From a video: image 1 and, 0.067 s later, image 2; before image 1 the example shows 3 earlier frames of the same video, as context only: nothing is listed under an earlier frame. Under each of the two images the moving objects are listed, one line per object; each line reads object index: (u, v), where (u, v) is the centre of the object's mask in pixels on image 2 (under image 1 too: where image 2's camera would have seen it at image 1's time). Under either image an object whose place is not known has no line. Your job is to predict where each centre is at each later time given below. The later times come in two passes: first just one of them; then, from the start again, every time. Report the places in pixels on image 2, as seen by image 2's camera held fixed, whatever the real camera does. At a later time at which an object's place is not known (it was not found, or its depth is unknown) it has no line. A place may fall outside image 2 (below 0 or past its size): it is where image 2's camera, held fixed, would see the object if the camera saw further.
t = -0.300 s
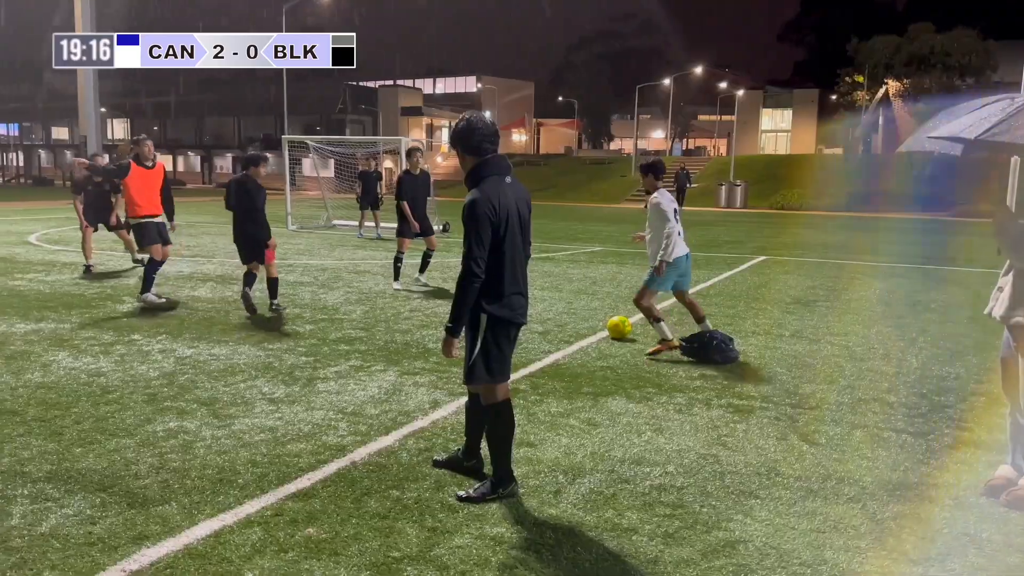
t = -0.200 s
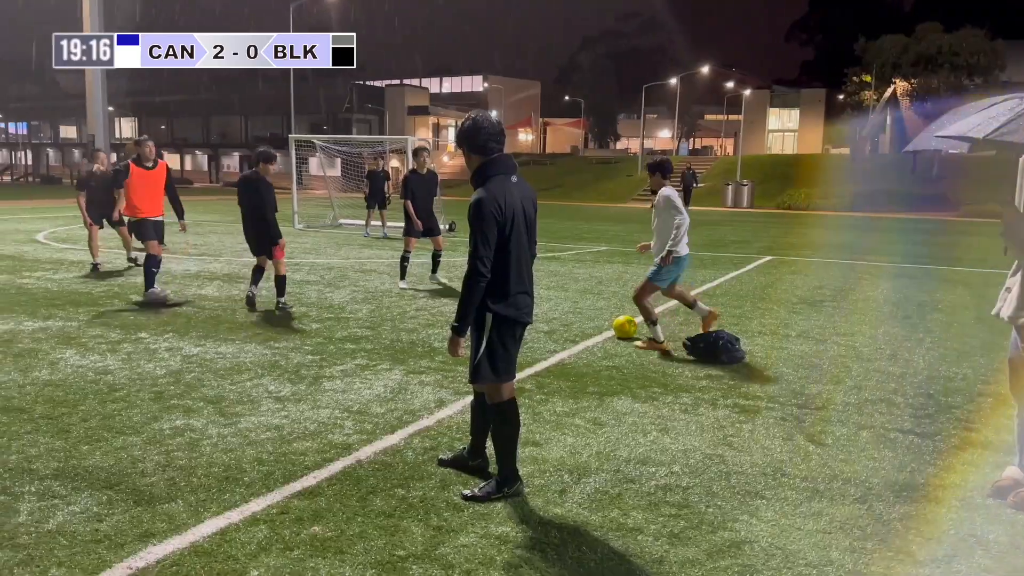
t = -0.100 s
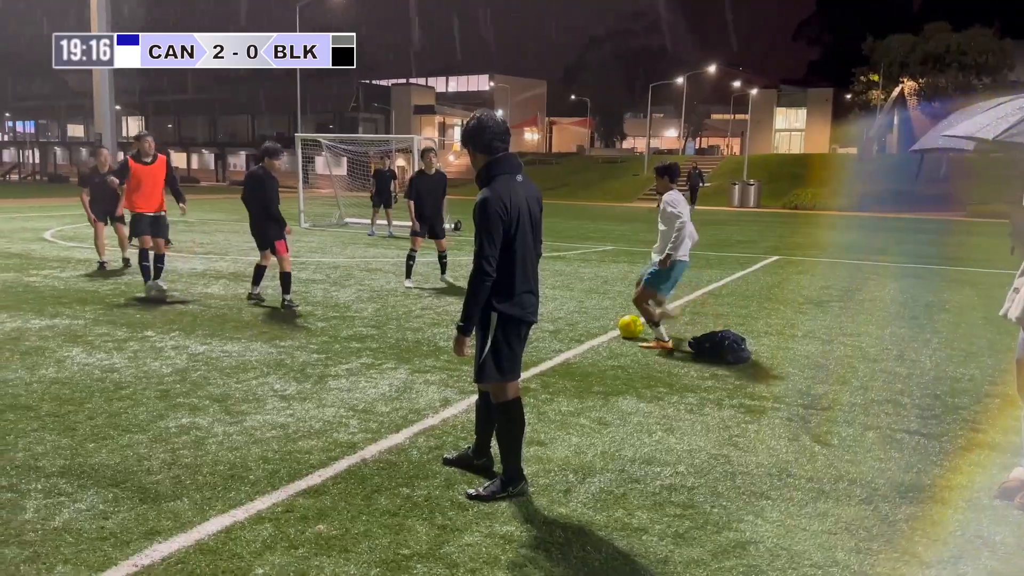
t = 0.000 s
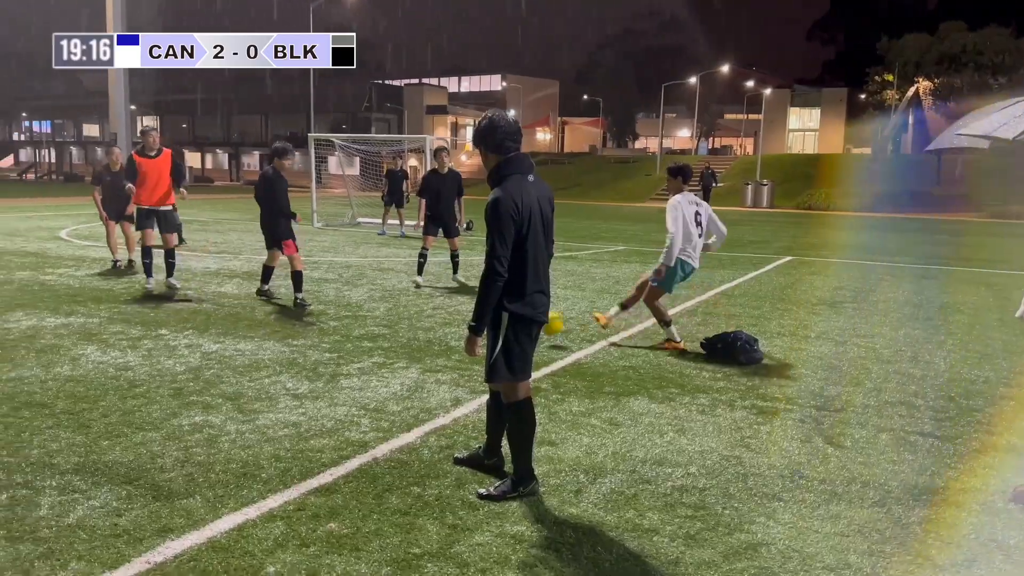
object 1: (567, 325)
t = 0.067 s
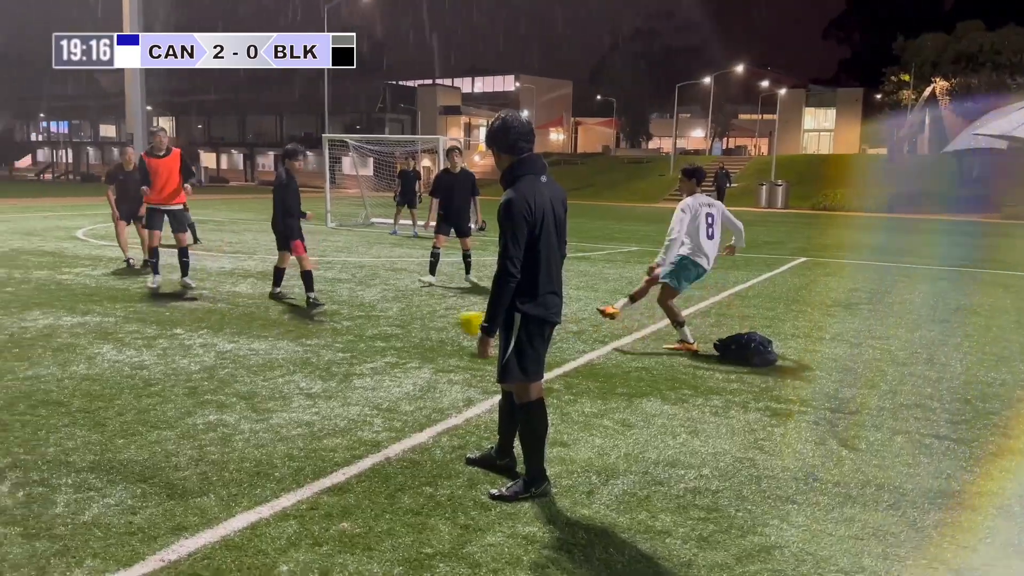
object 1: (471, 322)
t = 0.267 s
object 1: (124, 358)
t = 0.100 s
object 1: (423, 323)
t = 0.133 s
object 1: (371, 327)
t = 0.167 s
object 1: (314, 332)
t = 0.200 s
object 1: (255, 337)
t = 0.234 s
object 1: (191, 346)
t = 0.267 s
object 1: (124, 358)
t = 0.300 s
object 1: (53, 373)
